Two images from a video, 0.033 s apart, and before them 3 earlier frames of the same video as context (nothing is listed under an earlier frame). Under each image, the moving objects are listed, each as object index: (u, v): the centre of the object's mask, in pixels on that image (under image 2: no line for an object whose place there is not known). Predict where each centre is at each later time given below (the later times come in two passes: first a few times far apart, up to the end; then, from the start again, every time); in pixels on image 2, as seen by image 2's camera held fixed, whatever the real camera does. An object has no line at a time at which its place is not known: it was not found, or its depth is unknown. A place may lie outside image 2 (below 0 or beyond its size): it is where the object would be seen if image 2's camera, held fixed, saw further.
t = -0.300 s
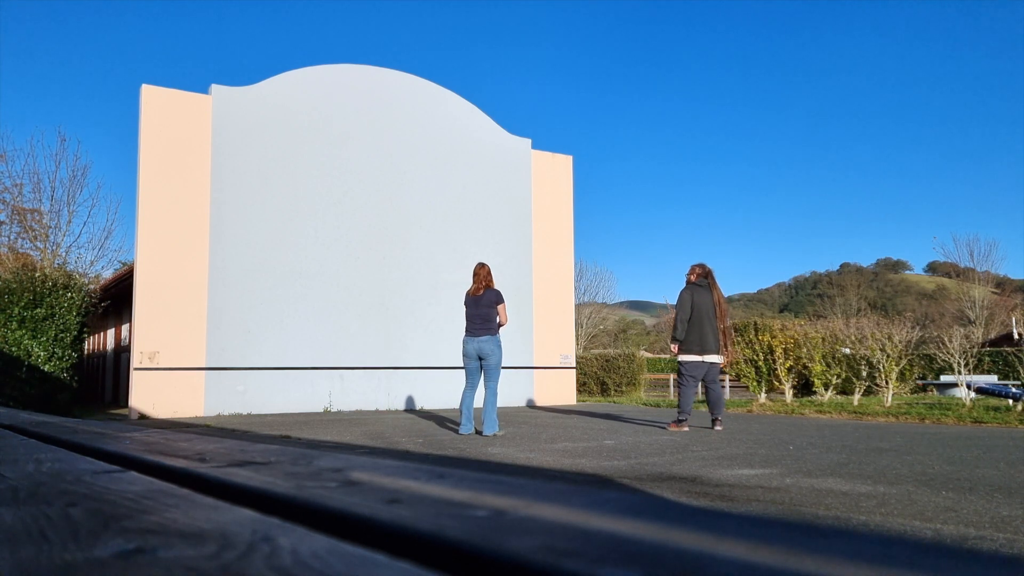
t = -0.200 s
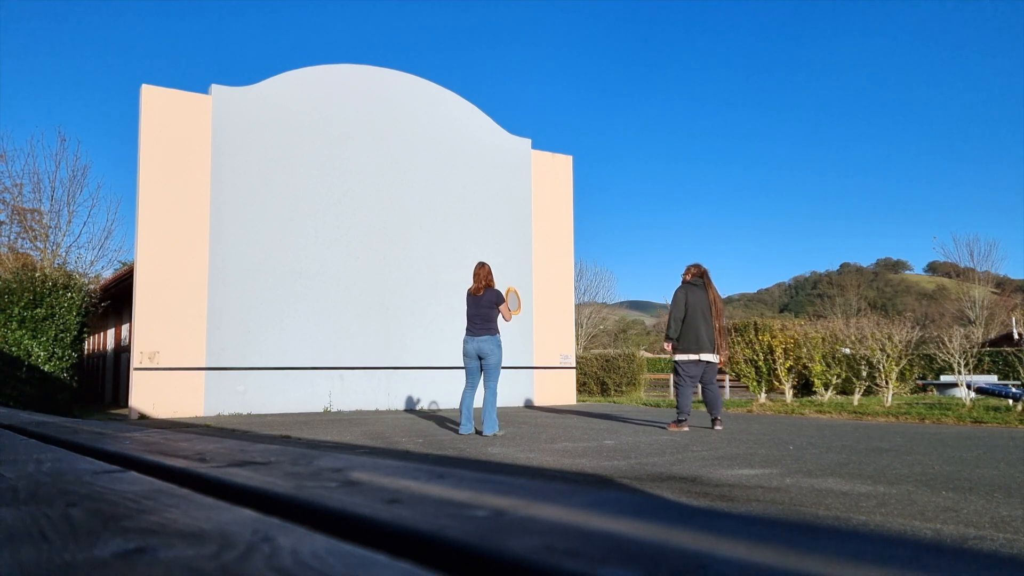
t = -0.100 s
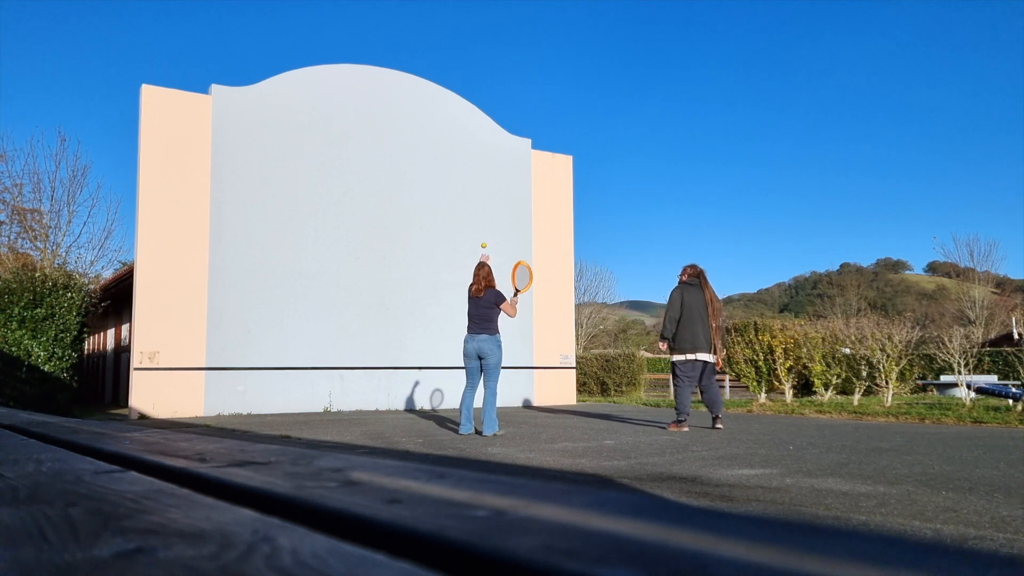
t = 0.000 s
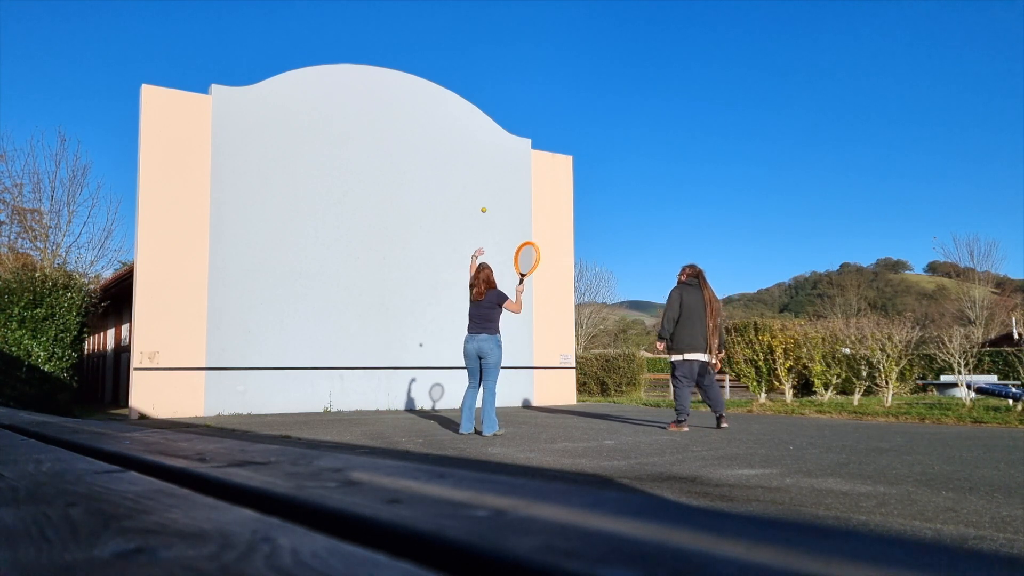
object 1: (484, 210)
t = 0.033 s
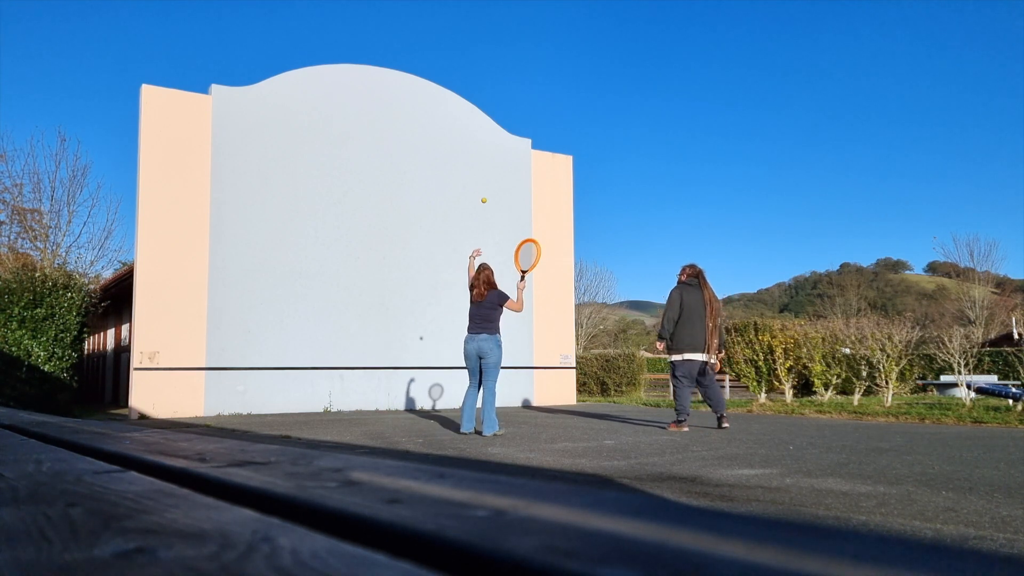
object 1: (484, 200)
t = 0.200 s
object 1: (484, 168)
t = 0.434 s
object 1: (485, 164)
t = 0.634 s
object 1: (486, 196)
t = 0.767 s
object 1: (487, 234)
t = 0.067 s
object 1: (484, 192)
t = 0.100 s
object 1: (484, 184)
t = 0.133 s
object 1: (484, 178)
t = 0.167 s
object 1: (484, 172)
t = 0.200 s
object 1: (484, 168)
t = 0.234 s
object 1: (484, 164)
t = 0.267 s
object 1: (484, 162)
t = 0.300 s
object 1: (484, 160)
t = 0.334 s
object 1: (484, 160)
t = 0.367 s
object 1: (485, 160)
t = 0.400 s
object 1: (485, 161)
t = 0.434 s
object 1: (485, 164)
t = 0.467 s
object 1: (485, 167)
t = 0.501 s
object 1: (485, 171)
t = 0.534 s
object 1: (485, 175)
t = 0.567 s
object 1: (485, 182)
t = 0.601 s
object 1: (486, 188)
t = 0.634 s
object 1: (486, 196)
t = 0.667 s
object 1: (486, 204)
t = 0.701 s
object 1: (486, 213)
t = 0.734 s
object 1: (486, 223)
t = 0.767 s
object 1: (487, 234)
